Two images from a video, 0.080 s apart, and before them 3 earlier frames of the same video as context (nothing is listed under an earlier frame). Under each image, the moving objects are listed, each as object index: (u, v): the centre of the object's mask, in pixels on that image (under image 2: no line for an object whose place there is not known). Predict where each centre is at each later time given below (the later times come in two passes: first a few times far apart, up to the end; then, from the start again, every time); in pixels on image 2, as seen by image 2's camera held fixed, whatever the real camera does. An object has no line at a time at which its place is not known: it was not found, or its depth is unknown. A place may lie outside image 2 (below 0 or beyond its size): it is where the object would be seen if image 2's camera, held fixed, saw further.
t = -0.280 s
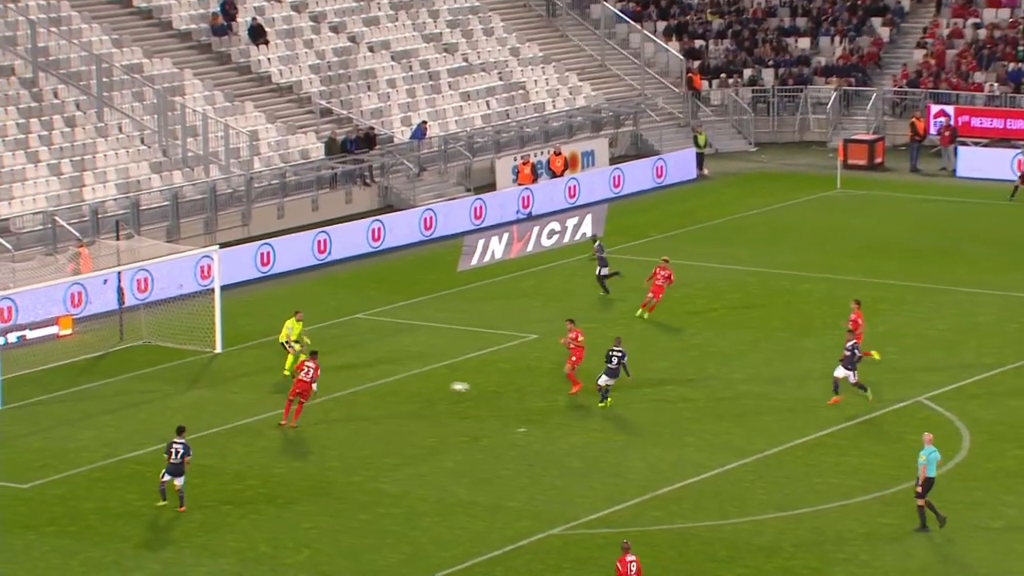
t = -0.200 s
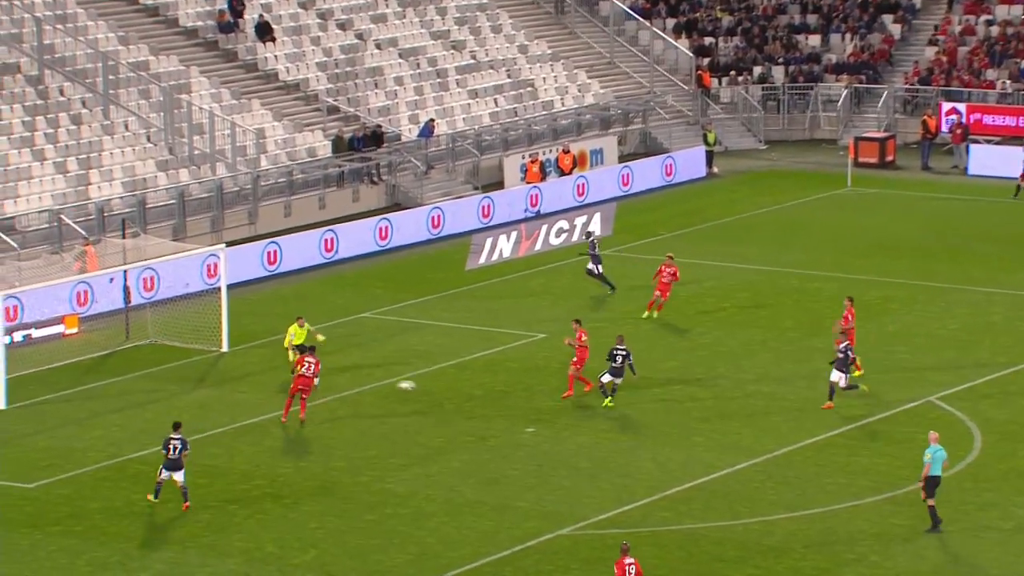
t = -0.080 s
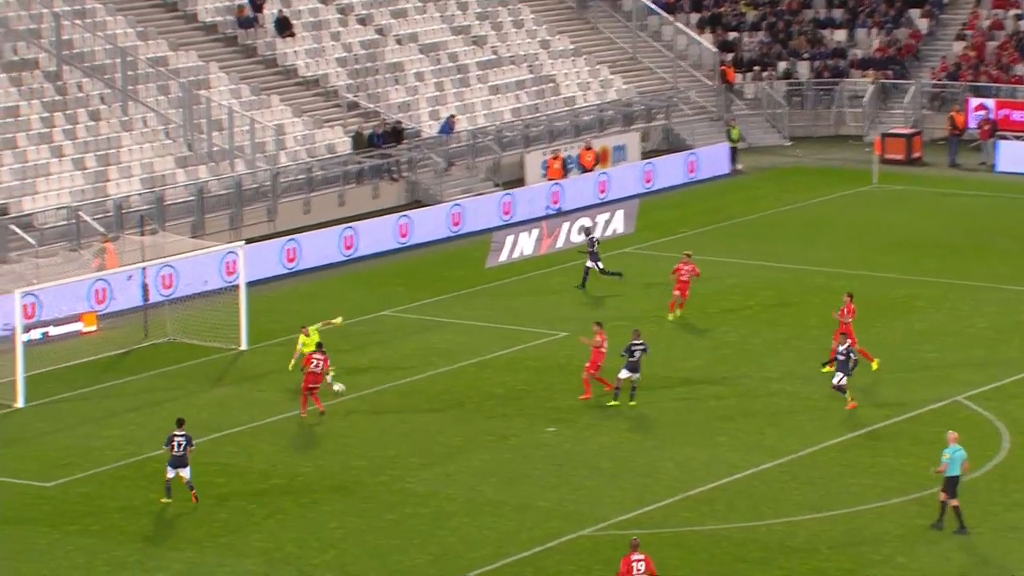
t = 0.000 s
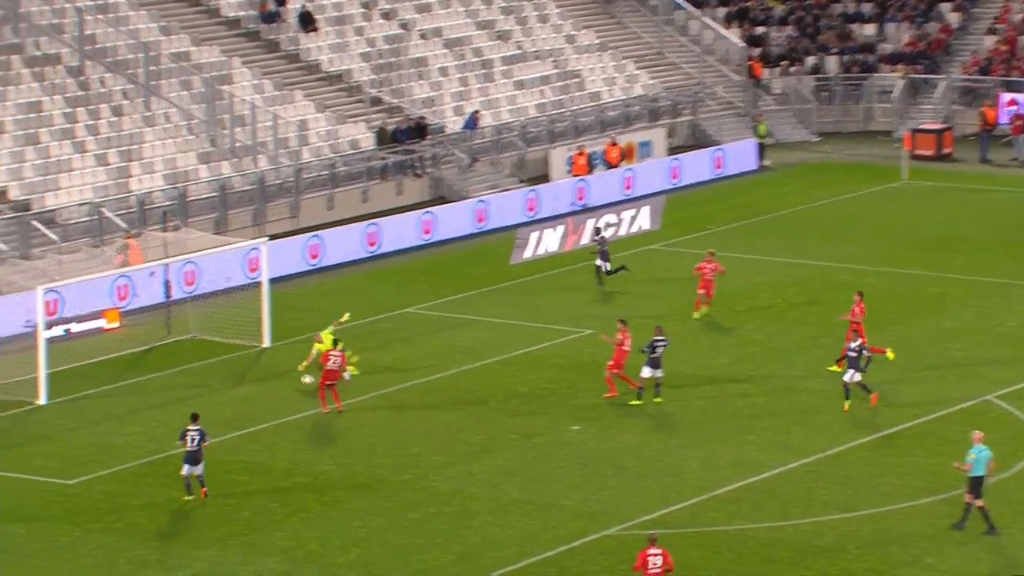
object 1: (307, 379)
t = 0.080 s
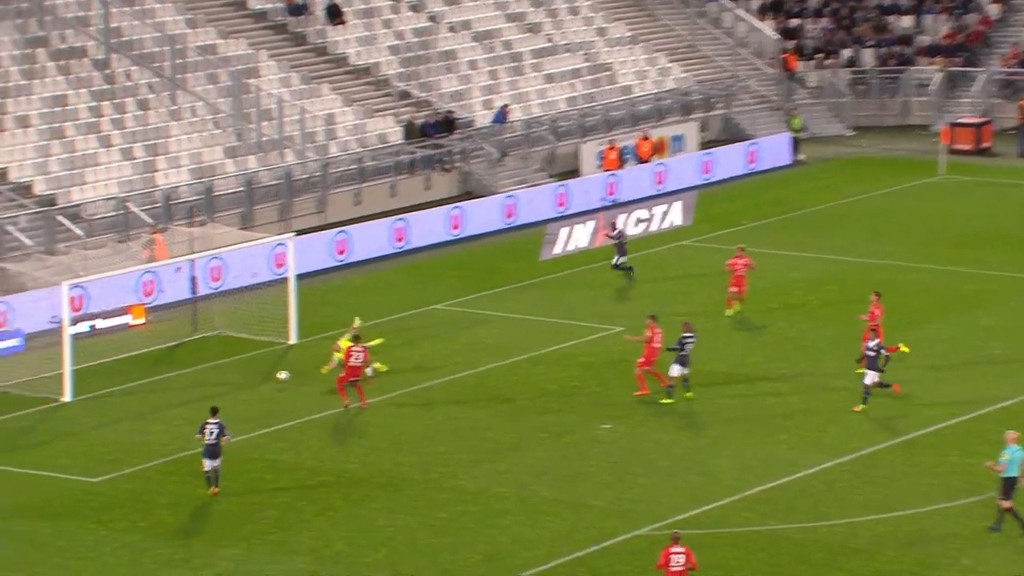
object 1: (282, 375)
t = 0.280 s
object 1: (161, 379)
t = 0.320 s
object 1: (138, 378)
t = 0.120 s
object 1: (257, 376)
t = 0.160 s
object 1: (232, 378)
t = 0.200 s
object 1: (208, 380)
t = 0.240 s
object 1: (183, 381)
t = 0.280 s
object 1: (161, 379)
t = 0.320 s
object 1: (138, 378)
